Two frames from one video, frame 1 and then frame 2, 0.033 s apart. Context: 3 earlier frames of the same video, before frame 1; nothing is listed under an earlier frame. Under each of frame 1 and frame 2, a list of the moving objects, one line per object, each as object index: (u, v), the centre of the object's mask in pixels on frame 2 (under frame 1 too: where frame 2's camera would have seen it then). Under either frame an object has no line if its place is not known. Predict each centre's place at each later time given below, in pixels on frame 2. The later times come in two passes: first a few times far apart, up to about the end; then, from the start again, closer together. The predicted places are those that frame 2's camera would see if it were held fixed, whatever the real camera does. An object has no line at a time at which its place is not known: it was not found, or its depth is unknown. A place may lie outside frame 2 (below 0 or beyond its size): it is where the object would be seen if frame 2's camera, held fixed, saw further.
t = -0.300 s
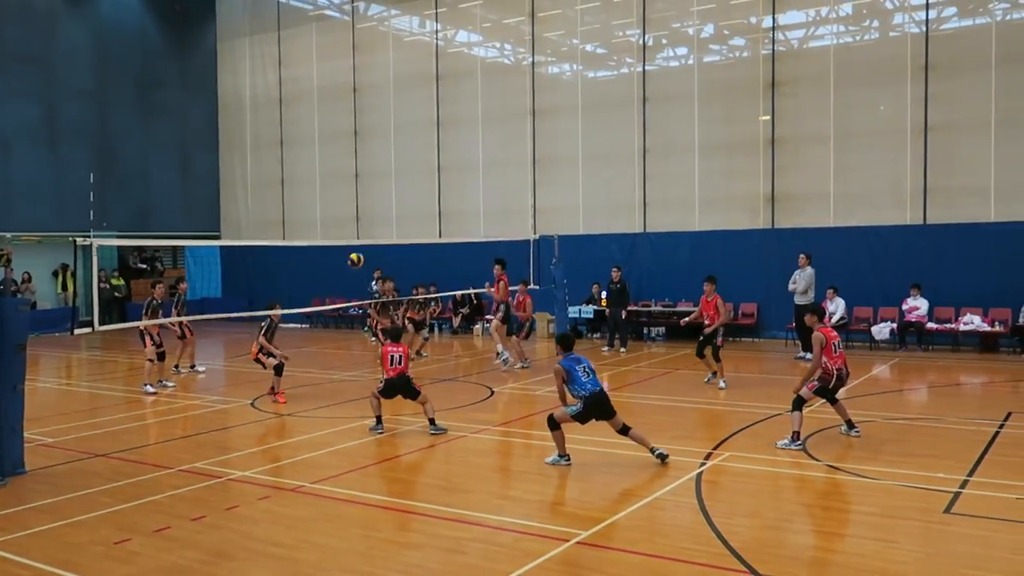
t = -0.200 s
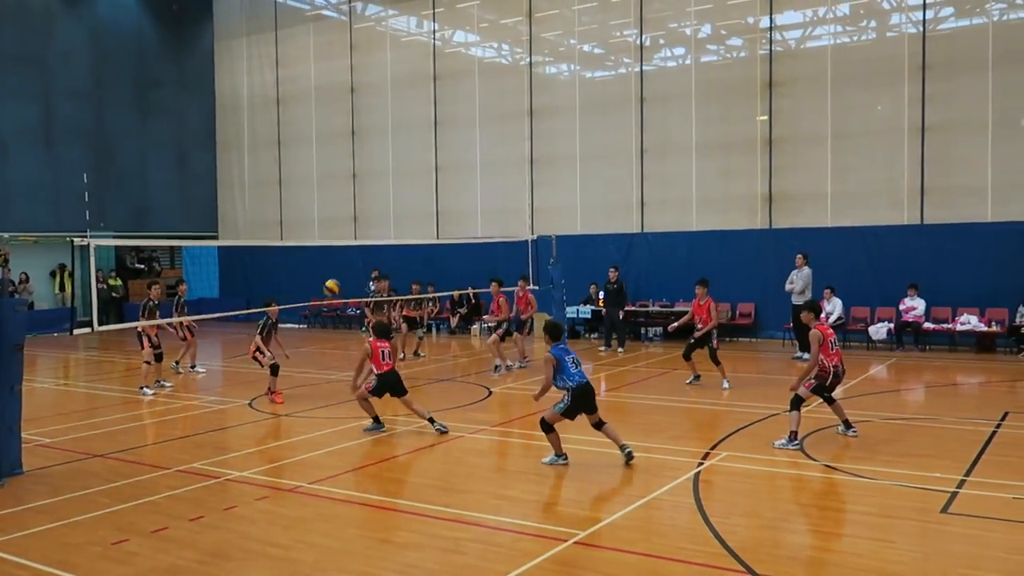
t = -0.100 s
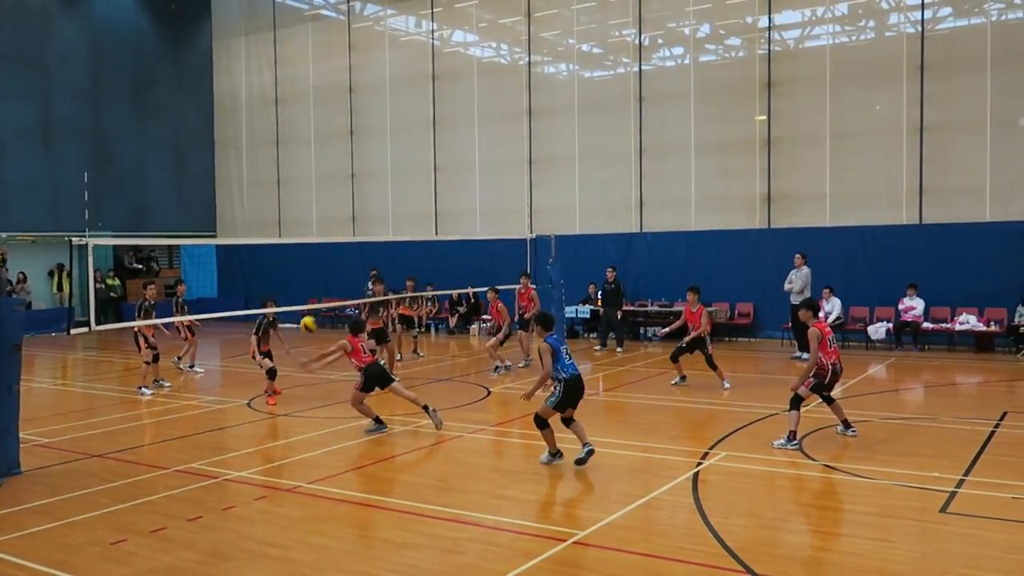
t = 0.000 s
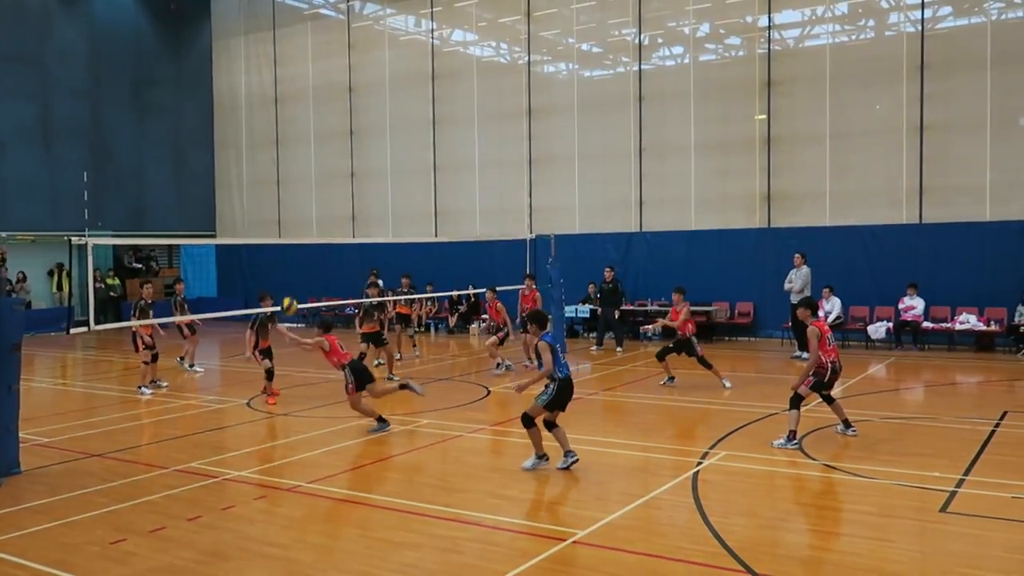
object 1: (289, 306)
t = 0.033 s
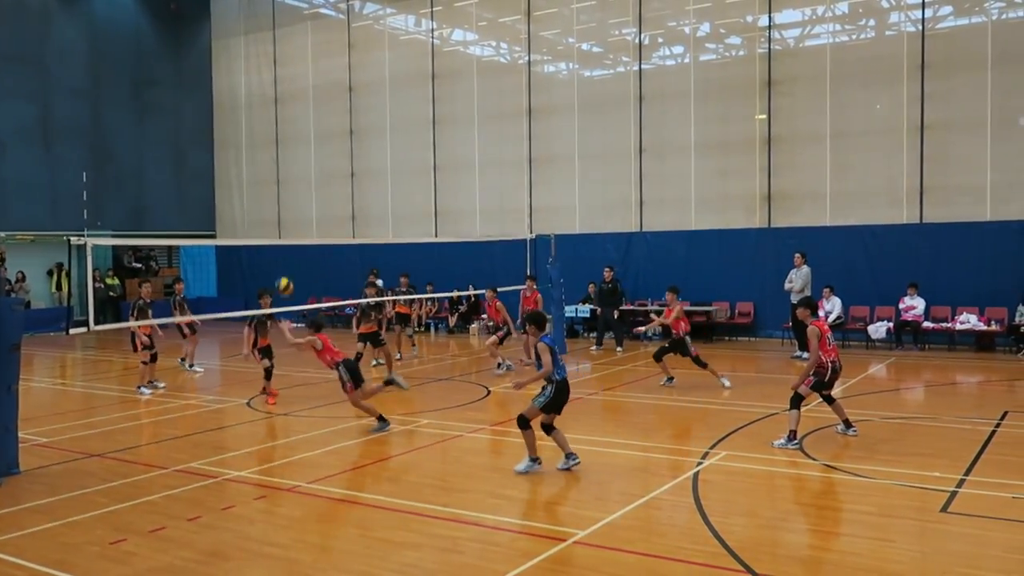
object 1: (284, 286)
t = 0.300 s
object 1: (249, 163)
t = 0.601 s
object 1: (216, 99)
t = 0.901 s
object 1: (189, 105)
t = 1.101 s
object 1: (174, 146)
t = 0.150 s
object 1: (268, 223)
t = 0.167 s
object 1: (266, 216)
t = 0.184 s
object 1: (264, 209)
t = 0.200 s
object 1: (261, 201)
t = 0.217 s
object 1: (260, 195)
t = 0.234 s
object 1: (257, 187)
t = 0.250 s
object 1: (255, 182)
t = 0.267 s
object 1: (254, 175)
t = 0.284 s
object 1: (252, 170)
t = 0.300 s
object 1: (249, 163)
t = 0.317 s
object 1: (248, 158)
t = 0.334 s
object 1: (246, 153)
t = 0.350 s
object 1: (244, 147)
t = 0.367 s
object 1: (242, 142)
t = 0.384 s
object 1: (241, 138)
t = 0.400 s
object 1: (237, 133)
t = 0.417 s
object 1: (236, 129)
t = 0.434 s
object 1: (234, 125)
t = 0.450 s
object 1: (232, 122)
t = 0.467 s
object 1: (231, 119)
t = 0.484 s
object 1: (229, 115)
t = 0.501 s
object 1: (227, 112)
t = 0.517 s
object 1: (225, 109)
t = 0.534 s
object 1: (223, 106)
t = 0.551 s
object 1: (221, 104)
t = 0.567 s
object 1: (220, 103)
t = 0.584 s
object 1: (219, 100)
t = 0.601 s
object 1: (216, 99)
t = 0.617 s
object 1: (215, 97)
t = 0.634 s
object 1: (213, 96)
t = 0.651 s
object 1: (211, 94)
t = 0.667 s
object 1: (210, 94)
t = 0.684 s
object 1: (208, 93)
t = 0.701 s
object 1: (206, 93)
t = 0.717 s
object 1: (205, 93)
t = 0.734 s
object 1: (204, 93)
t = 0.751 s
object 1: (202, 93)
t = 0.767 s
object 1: (200, 94)
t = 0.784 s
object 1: (199, 94)
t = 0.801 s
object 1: (197, 94)
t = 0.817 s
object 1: (196, 95)
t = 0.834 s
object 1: (194, 97)
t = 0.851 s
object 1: (192, 100)
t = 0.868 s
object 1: (191, 101)
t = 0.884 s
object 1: (190, 103)
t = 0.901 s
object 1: (189, 105)
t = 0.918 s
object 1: (188, 107)
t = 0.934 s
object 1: (187, 110)
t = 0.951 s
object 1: (185, 112)
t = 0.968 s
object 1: (183, 115)
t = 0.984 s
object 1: (183, 118)
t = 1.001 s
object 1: (180, 122)
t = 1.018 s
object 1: (180, 126)
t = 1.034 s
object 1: (179, 129)
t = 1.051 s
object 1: (177, 133)
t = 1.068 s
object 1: (176, 137)
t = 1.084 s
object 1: (175, 141)
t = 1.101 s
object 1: (174, 146)
